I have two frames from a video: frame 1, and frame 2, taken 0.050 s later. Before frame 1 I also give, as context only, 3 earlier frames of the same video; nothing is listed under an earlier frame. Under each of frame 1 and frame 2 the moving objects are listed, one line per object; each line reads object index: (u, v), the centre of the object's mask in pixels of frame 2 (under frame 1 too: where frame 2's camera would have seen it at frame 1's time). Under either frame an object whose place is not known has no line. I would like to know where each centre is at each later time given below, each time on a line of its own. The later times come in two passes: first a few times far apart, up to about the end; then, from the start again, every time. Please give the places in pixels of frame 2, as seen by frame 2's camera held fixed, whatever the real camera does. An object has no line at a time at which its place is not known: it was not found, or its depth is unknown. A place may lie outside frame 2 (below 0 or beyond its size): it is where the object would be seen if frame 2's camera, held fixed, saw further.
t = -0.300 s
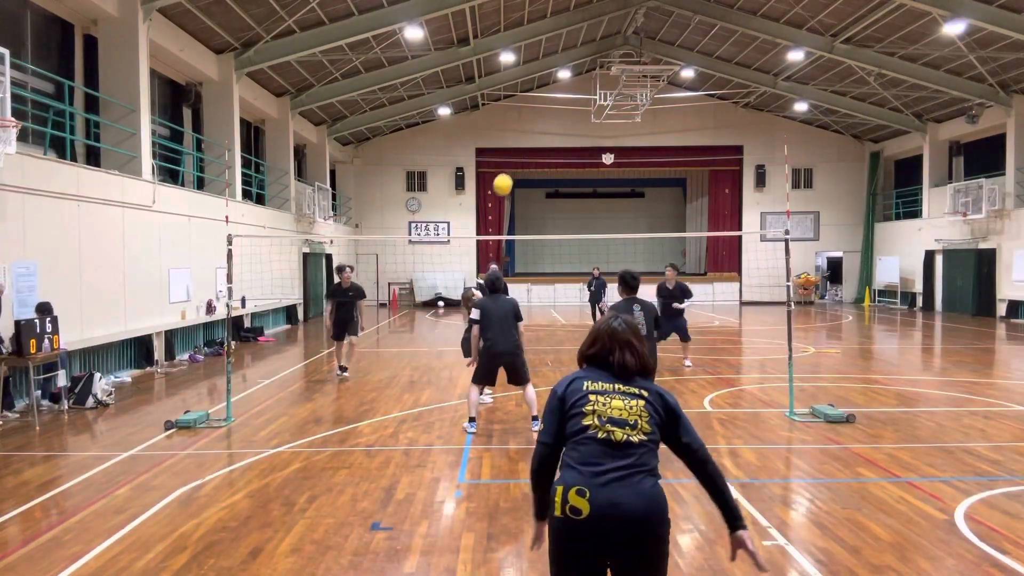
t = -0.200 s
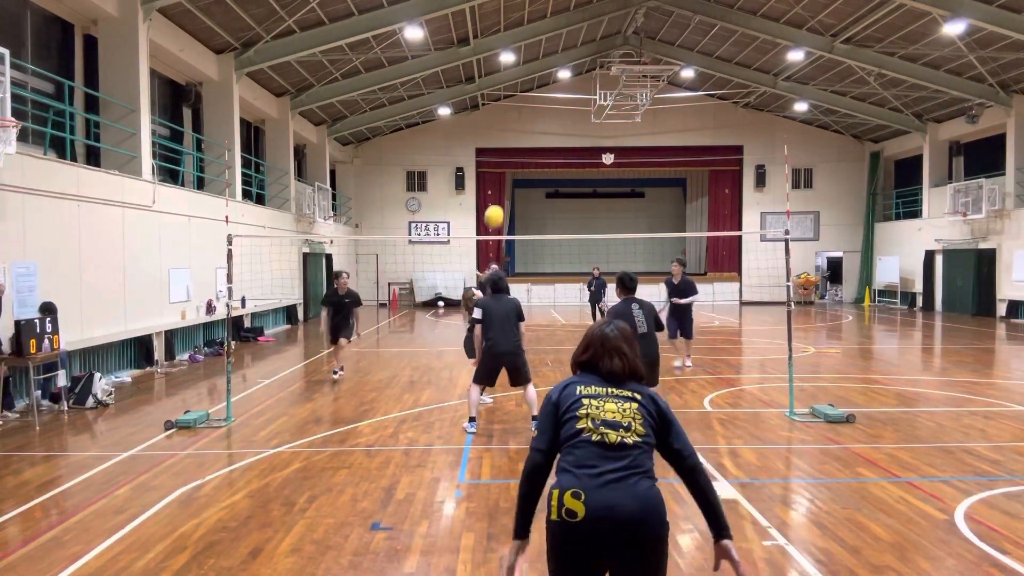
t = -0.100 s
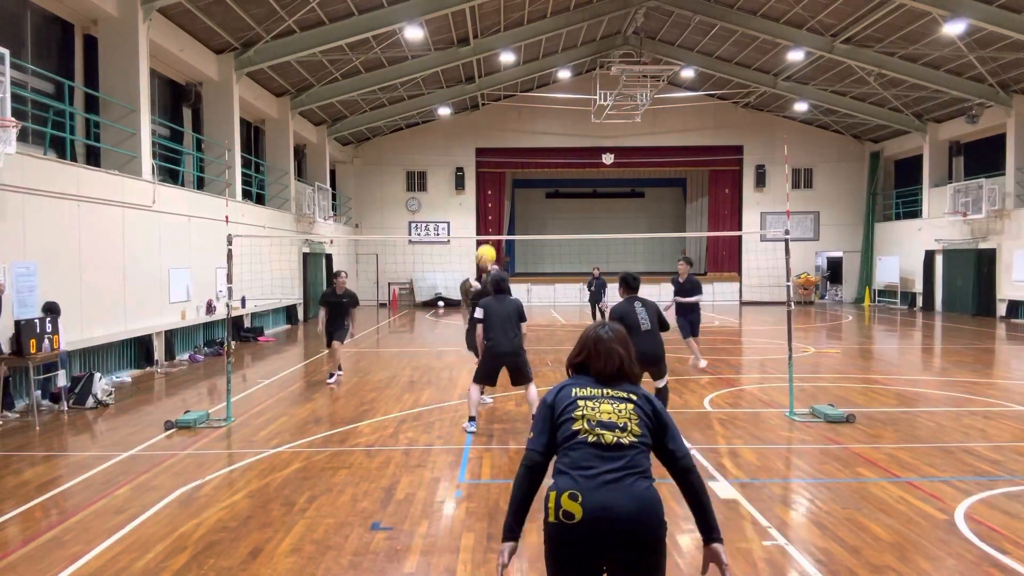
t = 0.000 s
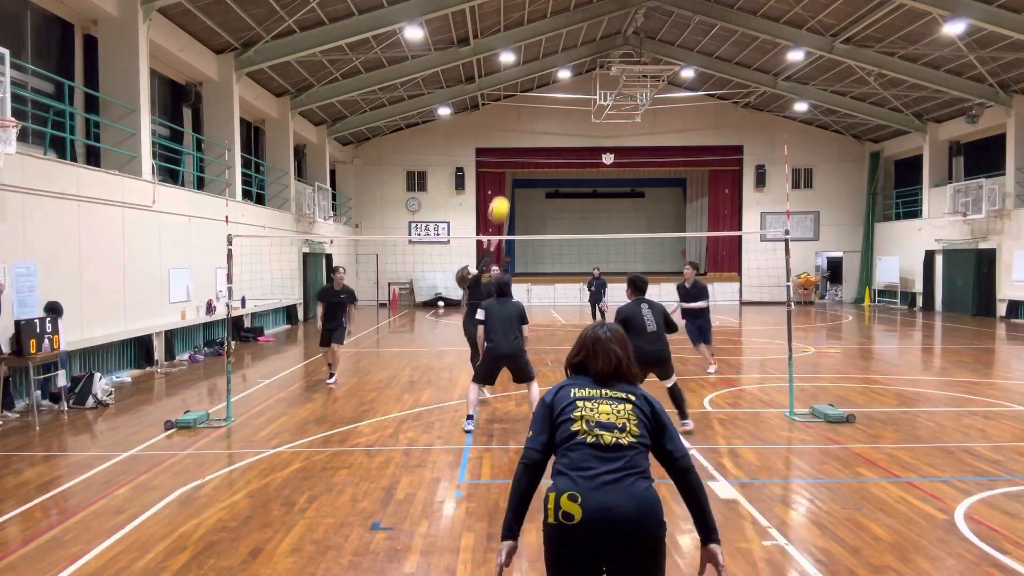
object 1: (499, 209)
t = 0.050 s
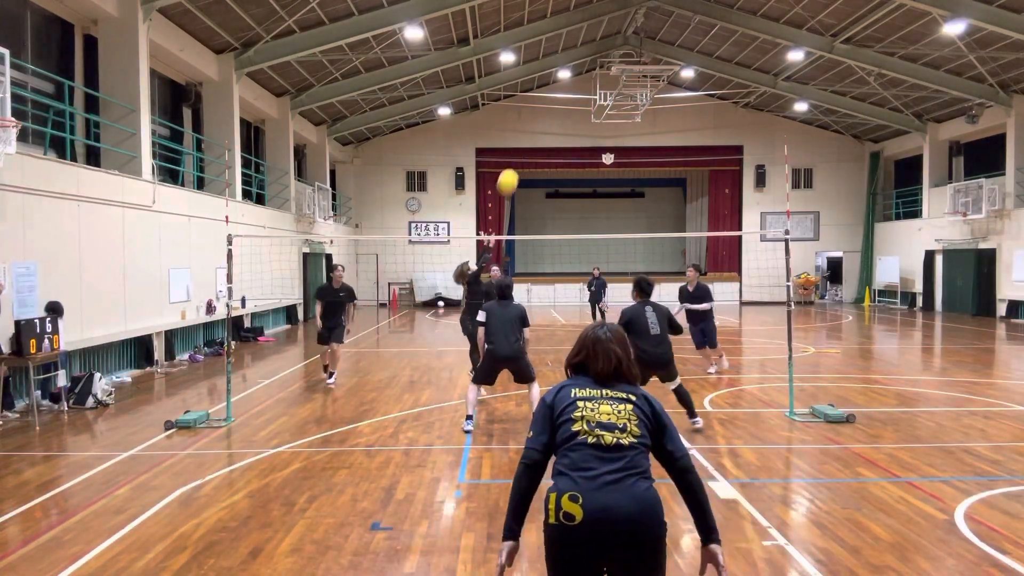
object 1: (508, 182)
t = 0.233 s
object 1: (540, 101)
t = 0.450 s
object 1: (579, 44)
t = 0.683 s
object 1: (617, 27)
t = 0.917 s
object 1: (653, 54)
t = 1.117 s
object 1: (682, 111)
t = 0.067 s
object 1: (510, 174)
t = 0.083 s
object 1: (513, 165)
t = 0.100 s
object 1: (516, 156)
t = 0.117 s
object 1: (519, 148)
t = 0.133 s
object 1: (522, 141)
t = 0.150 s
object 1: (526, 132)
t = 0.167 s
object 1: (529, 125)
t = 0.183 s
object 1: (532, 119)
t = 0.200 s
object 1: (534, 113)
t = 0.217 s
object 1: (538, 106)
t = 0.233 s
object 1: (540, 101)
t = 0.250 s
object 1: (544, 94)
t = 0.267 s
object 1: (547, 89)
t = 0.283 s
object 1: (549, 83)
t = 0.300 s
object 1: (553, 79)
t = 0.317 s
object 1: (556, 74)
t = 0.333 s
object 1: (559, 69)
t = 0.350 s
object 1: (562, 64)
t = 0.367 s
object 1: (565, 60)
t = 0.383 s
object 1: (568, 57)
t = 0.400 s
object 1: (570, 54)
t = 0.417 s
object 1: (573, 50)
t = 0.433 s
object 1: (576, 47)
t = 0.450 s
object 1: (579, 44)
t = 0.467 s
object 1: (582, 41)
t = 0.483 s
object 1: (585, 39)
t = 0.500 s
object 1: (587, 37)
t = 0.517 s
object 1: (590, 35)
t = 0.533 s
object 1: (593, 33)
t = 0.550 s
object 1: (596, 31)
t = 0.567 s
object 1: (598, 30)
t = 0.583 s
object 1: (601, 29)
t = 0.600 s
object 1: (604, 28)
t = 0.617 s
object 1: (606, 27)
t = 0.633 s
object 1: (609, 27)
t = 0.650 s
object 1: (612, 27)
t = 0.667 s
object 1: (614, 27)
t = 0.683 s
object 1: (617, 27)
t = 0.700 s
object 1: (619, 28)
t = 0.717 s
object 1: (622, 28)
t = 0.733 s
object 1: (625, 29)
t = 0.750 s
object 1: (627, 30)
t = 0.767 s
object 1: (630, 32)
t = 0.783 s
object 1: (632, 34)
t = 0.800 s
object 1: (635, 35)
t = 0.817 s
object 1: (637, 38)
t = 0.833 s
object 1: (640, 40)
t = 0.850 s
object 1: (643, 43)
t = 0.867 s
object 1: (645, 45)
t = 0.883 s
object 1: (647, 48)
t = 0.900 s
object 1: (650, 51)
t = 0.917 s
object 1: (653, 54)
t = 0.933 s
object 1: (655, 58)
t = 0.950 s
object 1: (657, 61)
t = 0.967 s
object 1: (660, 65)
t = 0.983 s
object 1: (663, 71)
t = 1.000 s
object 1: (665, 75)
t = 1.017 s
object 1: (667, 80)
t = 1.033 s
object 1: (670, 83)
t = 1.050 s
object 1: (672, 89)
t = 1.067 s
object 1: (675, 94)
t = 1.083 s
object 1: (676, 101)
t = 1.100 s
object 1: (679, 106)
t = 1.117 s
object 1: (682, 111)
